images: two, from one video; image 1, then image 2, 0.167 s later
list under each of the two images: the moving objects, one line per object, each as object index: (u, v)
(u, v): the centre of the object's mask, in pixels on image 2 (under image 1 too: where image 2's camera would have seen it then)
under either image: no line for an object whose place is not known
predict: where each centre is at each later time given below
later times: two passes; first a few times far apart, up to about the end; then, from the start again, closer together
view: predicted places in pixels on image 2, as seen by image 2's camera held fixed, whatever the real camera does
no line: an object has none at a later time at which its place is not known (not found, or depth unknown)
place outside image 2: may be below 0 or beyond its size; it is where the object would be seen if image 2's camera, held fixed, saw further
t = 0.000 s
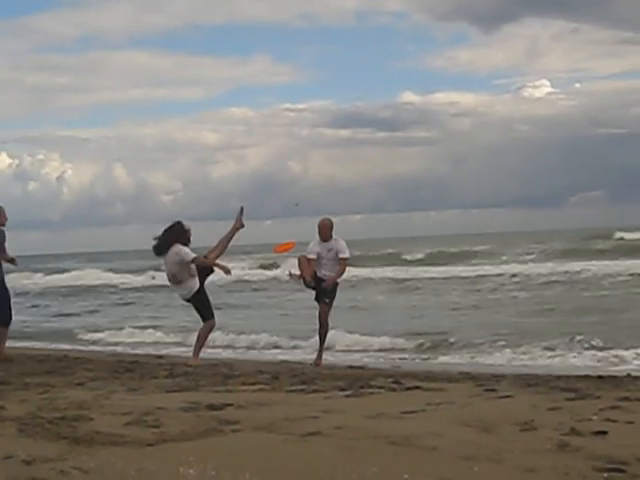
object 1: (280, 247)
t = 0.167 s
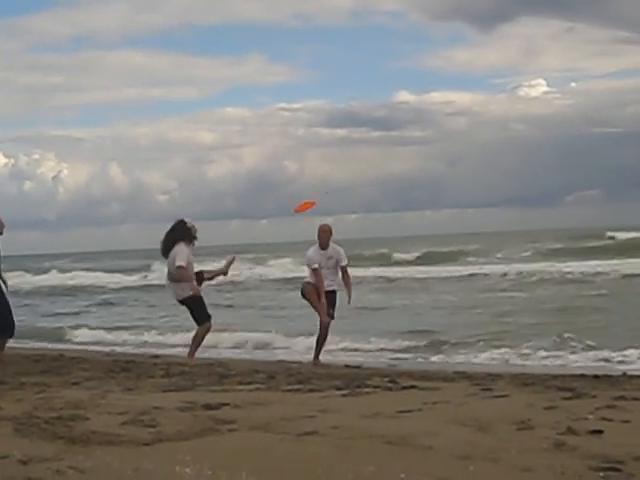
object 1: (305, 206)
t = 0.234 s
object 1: (313, 196)
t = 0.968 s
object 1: (371, 189)
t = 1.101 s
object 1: (371, 203)
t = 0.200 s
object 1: (309, 201)
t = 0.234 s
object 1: (313, 196)
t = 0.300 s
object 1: (323, 188)
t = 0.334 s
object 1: (328, 185)
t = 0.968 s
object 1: (371, 189)
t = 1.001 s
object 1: (371, 192)
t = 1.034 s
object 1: (372, 195)
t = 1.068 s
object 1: (372, 199)
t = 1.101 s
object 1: (371, 203)
